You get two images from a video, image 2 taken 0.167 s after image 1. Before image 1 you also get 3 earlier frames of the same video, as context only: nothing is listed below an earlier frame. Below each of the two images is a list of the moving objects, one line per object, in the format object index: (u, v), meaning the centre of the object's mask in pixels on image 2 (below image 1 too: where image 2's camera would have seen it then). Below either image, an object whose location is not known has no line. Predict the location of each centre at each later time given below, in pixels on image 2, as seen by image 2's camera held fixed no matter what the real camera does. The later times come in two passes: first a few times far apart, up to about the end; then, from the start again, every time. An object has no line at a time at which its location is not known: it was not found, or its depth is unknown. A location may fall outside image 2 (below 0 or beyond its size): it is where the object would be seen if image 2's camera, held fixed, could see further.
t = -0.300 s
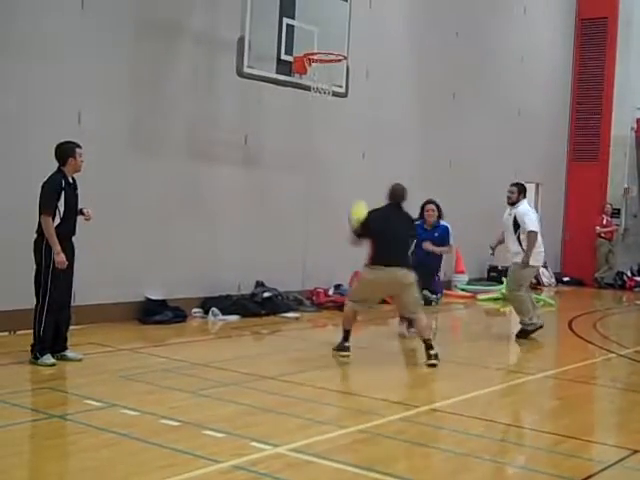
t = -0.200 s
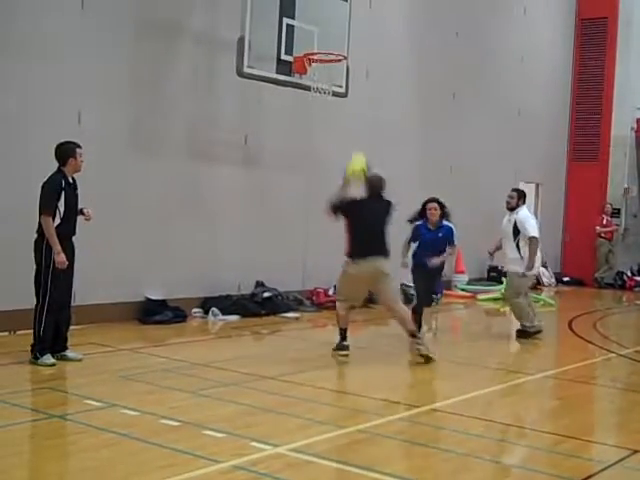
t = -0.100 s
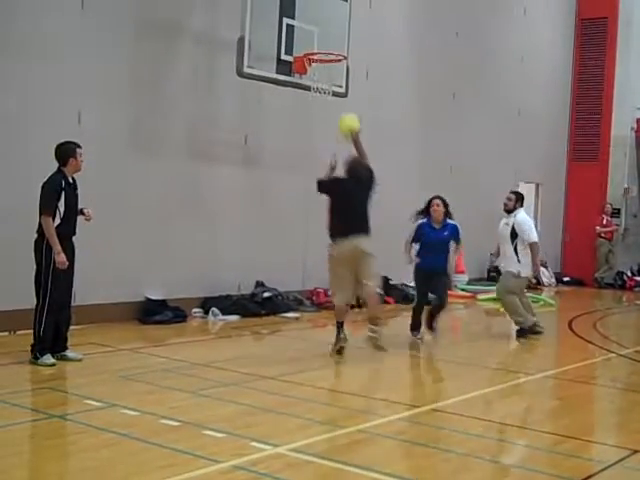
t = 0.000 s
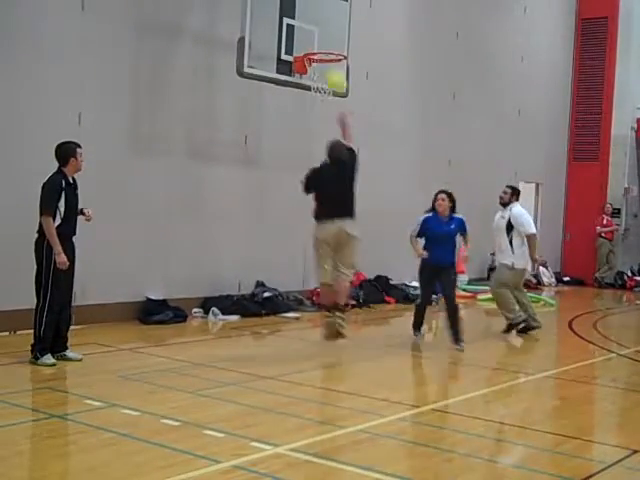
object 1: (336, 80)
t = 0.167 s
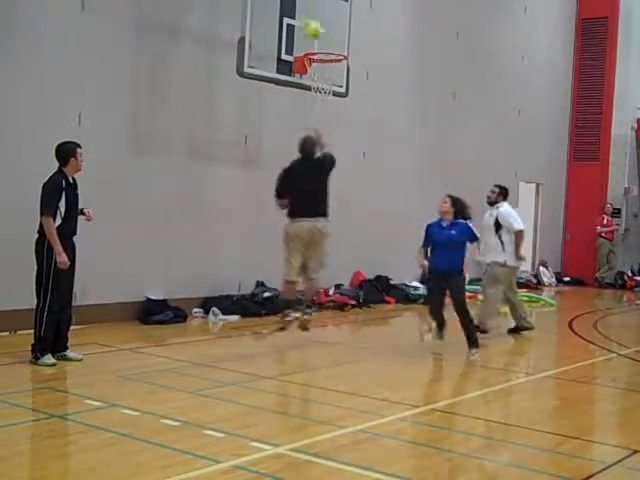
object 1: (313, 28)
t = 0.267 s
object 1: (311, 16)
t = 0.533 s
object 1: (408, 34)
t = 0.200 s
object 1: (308, 22)
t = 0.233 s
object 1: (304, 17)
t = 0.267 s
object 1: (311, 16)
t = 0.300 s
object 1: (325, 14)
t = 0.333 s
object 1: (335, 14)
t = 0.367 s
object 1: (344, 14)
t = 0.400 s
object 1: (359, 16)
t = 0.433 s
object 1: (369, 18)
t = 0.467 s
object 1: (382, 22)
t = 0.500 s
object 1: (395, 26)
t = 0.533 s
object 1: (408, 34)
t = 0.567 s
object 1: (419, 39)
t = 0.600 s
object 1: (430, 47)
